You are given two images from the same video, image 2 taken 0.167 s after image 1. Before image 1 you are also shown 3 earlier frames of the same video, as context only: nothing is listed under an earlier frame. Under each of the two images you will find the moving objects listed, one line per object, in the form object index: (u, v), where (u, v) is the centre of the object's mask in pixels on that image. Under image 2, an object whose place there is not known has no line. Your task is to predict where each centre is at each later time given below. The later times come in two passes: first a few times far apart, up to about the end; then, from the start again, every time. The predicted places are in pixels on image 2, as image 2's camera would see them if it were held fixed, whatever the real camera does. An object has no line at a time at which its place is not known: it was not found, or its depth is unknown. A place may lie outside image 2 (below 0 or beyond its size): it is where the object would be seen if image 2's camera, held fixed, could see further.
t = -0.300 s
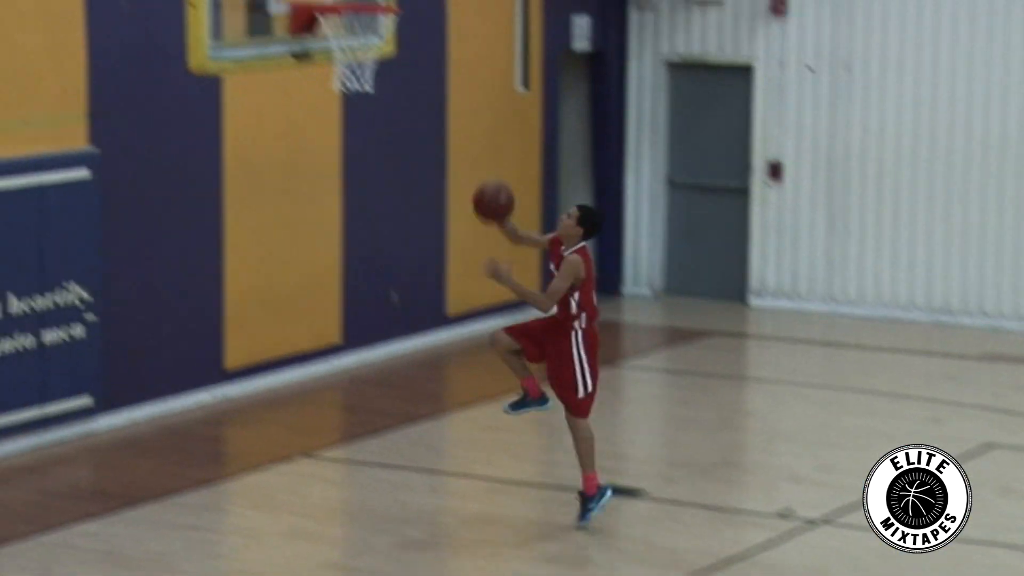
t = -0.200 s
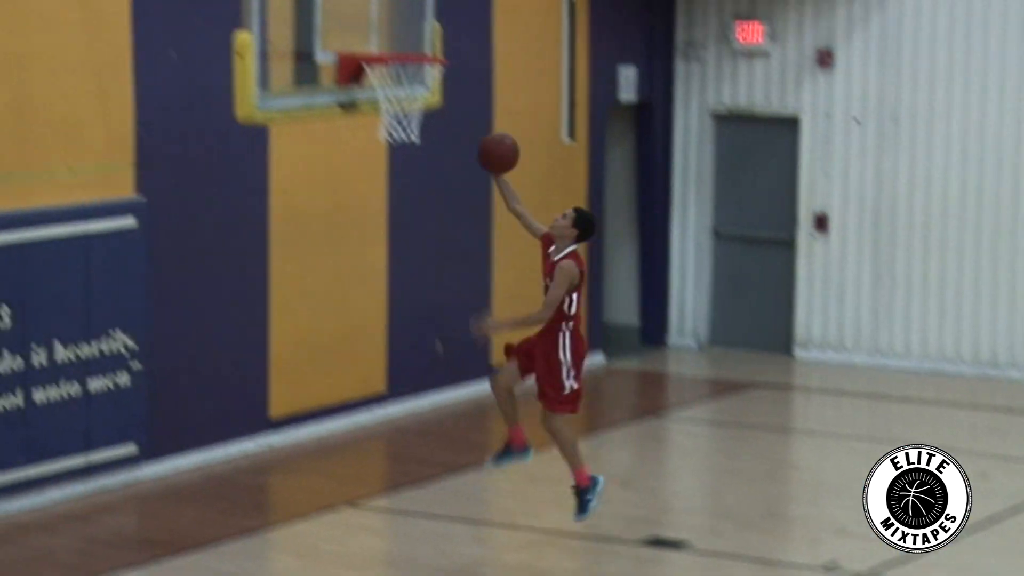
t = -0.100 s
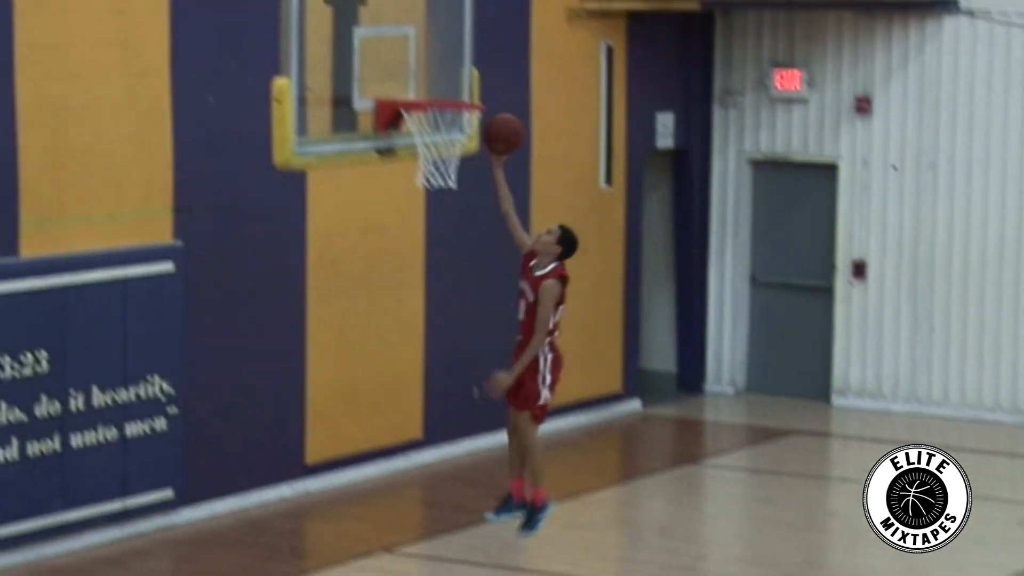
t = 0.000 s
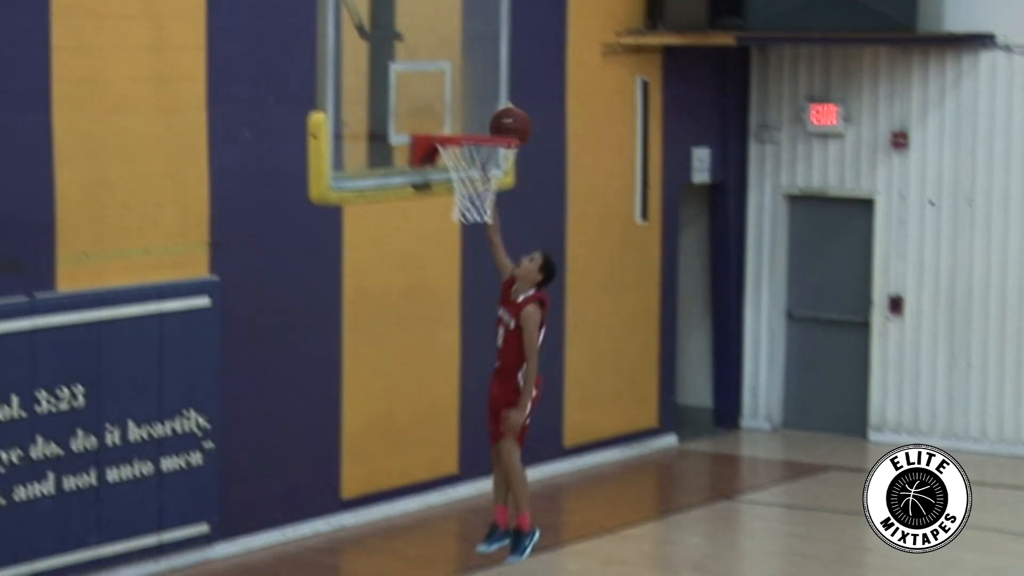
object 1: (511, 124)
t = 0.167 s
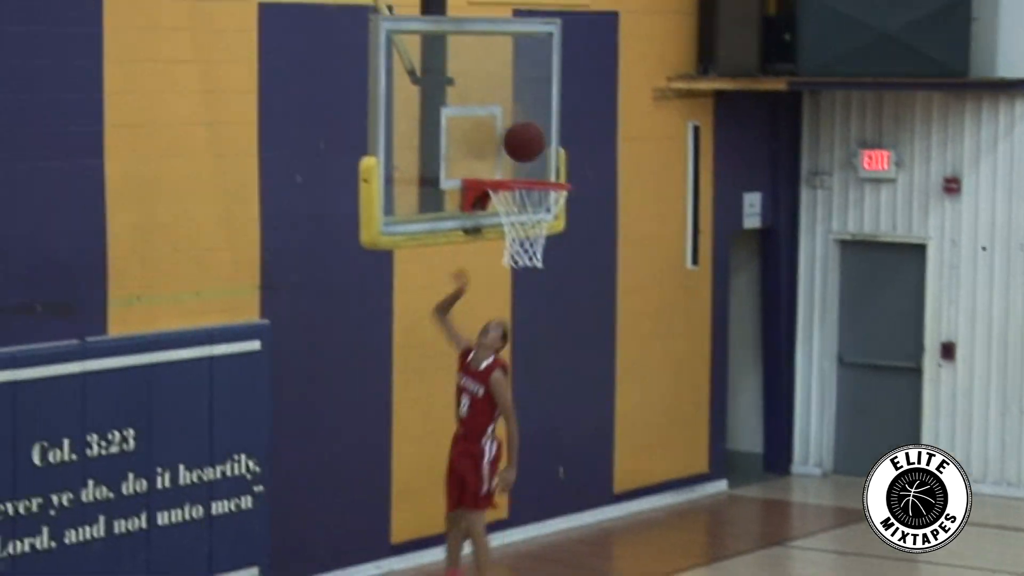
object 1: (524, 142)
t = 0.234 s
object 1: (531, 141)
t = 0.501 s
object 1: (549, 155)
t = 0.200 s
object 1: (528, 140)
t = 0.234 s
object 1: (531, 141)
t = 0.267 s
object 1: (535, 144)
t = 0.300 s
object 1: (539, 148)
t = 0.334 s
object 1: (542, 154)
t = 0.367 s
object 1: (546, 162)
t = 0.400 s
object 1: (547, 158)
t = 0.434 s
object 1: (548, 155)
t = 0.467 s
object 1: (549, 154)
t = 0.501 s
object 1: (549, 155)
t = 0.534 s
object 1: (550, 157)
